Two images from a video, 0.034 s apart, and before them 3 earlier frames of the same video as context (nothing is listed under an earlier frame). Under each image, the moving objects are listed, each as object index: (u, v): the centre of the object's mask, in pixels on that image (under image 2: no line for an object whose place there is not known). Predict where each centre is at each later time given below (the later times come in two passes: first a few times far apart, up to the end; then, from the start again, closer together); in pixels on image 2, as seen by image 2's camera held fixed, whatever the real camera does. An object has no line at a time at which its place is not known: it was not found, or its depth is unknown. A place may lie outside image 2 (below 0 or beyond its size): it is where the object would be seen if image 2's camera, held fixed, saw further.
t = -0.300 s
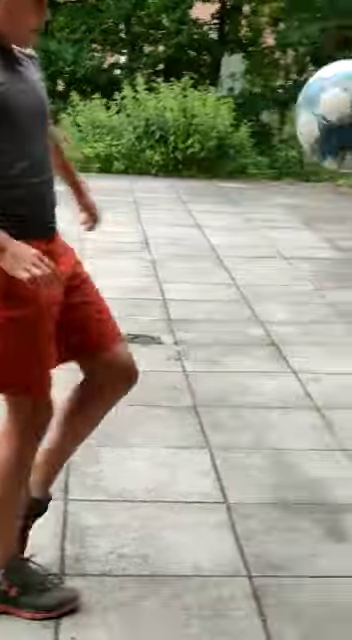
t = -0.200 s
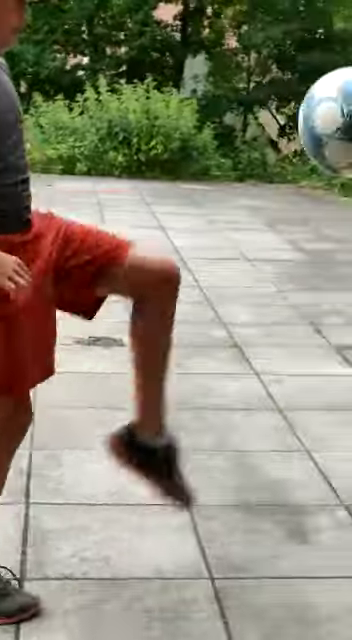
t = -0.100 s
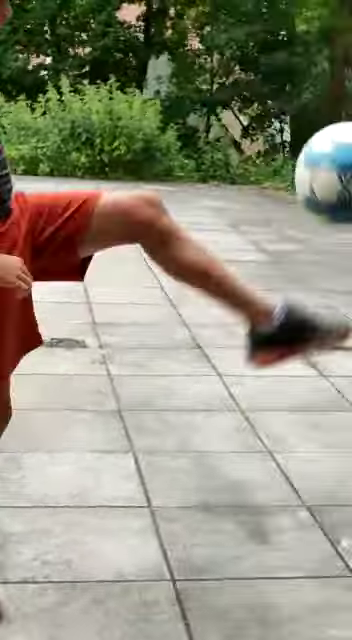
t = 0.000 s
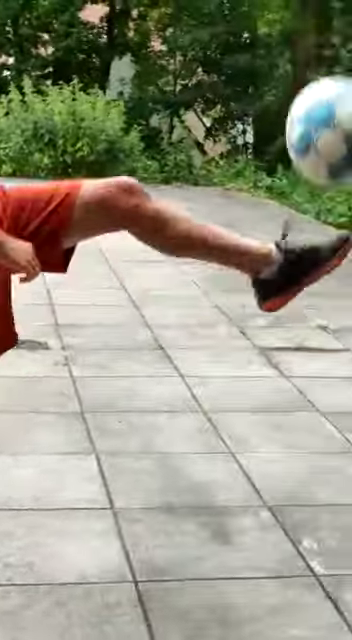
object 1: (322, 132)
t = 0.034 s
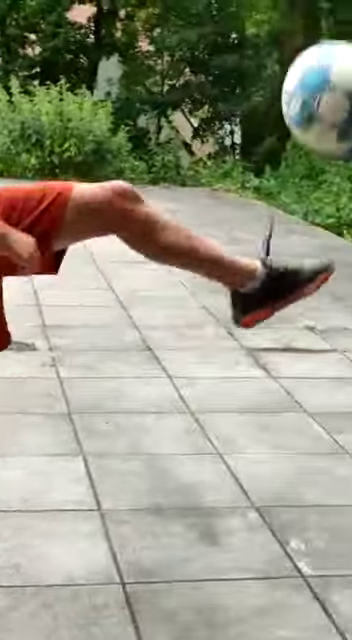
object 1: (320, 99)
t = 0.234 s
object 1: (372, 16)
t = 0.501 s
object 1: (398, 139)
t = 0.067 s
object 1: (331, 67)
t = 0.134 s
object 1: (350, 33)
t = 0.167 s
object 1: (360, 24)
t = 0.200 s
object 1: (368, 18)
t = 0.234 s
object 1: (372, 16)
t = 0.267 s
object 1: (375, 16)
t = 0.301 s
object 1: (379, 22)
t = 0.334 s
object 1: (386, 26)
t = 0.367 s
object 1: (389, 35)
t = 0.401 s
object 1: (391, 50)
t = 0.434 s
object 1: (393, 77)
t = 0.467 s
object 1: (396, 106)
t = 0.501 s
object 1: (398, 139)
